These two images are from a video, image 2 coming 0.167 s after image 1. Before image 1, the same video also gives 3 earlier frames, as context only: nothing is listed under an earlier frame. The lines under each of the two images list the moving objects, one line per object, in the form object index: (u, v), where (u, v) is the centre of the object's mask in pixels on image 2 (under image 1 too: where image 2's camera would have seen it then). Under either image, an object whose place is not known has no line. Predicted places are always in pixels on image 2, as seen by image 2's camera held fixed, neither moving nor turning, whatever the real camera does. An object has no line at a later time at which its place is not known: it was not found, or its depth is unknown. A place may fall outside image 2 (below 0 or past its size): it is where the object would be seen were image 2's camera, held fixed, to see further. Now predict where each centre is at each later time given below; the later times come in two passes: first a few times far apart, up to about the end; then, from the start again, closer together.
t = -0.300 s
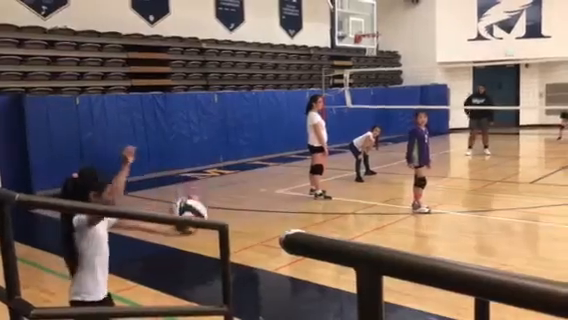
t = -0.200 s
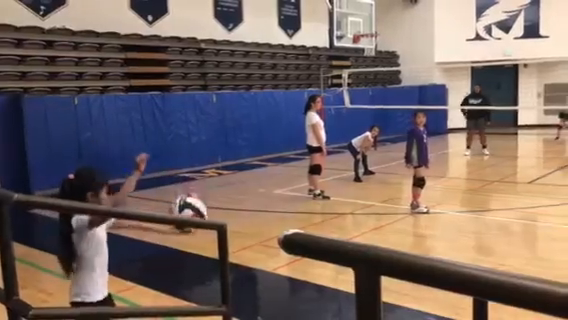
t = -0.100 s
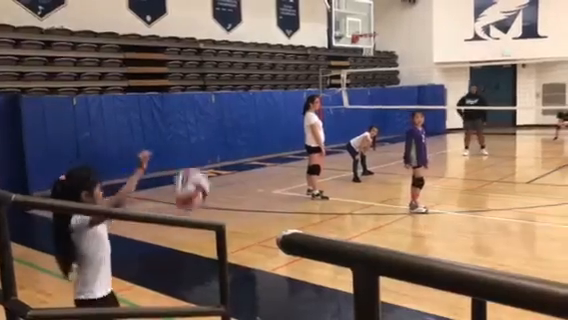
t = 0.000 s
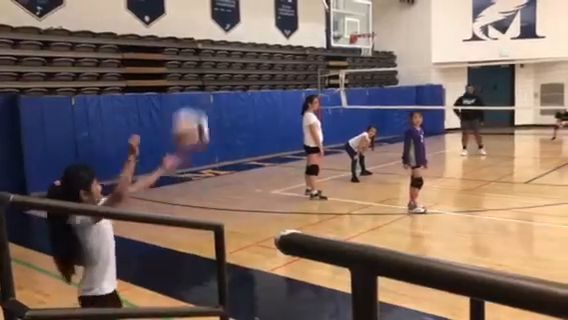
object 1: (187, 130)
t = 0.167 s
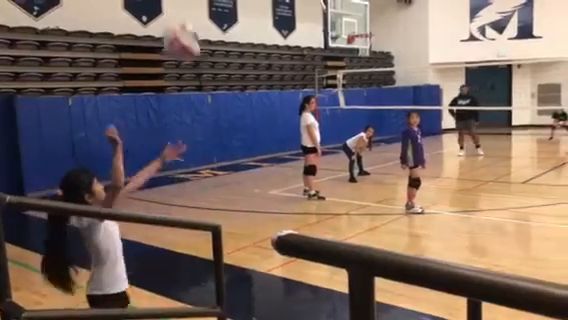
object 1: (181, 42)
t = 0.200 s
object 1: (180, 29)
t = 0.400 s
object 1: (177, 7)
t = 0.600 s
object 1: (177, 35)
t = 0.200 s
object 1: (180, 29)
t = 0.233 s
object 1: (178, 18)
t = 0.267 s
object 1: (177, 13)
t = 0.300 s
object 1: (178, 10)
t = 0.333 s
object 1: (176, 8)
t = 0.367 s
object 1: (175, 7)
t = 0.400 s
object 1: (177, 7)
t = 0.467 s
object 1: (176, 9)
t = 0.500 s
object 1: (176, 11)
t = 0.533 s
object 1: (177, 15)
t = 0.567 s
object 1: (176, 24)
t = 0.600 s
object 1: (177, 35)
